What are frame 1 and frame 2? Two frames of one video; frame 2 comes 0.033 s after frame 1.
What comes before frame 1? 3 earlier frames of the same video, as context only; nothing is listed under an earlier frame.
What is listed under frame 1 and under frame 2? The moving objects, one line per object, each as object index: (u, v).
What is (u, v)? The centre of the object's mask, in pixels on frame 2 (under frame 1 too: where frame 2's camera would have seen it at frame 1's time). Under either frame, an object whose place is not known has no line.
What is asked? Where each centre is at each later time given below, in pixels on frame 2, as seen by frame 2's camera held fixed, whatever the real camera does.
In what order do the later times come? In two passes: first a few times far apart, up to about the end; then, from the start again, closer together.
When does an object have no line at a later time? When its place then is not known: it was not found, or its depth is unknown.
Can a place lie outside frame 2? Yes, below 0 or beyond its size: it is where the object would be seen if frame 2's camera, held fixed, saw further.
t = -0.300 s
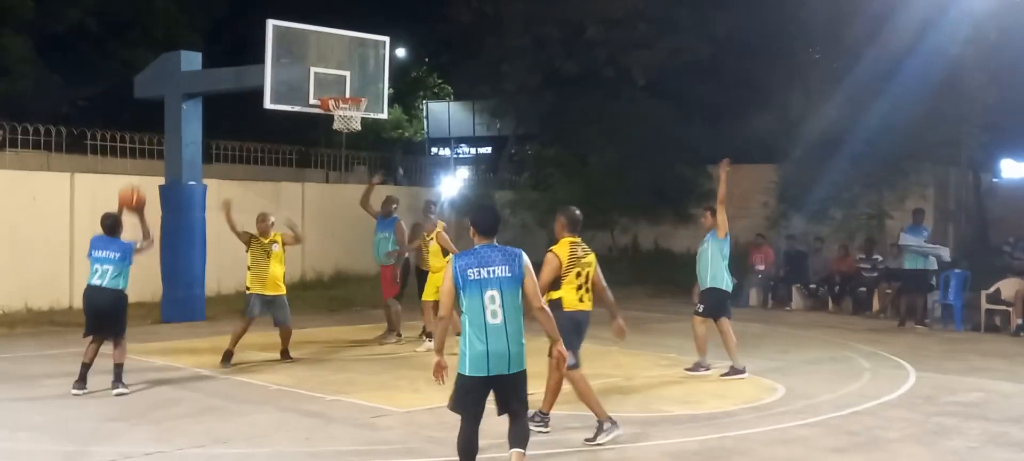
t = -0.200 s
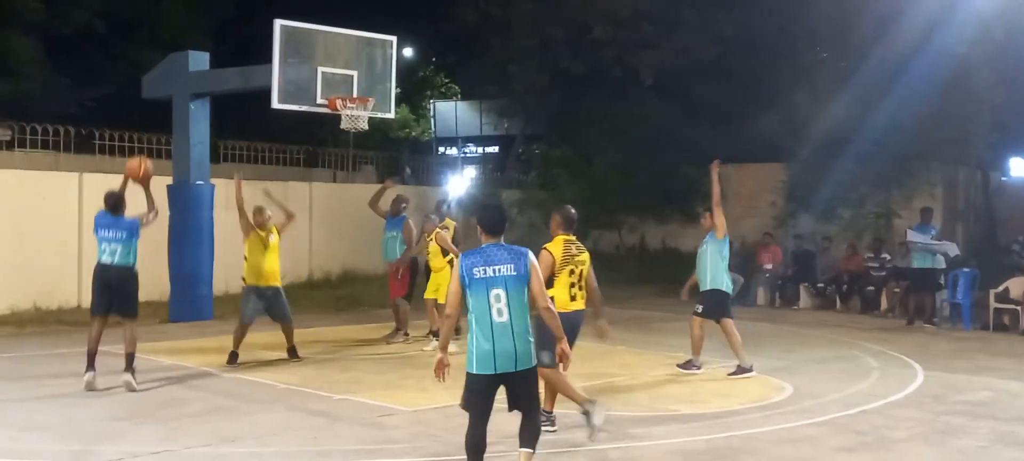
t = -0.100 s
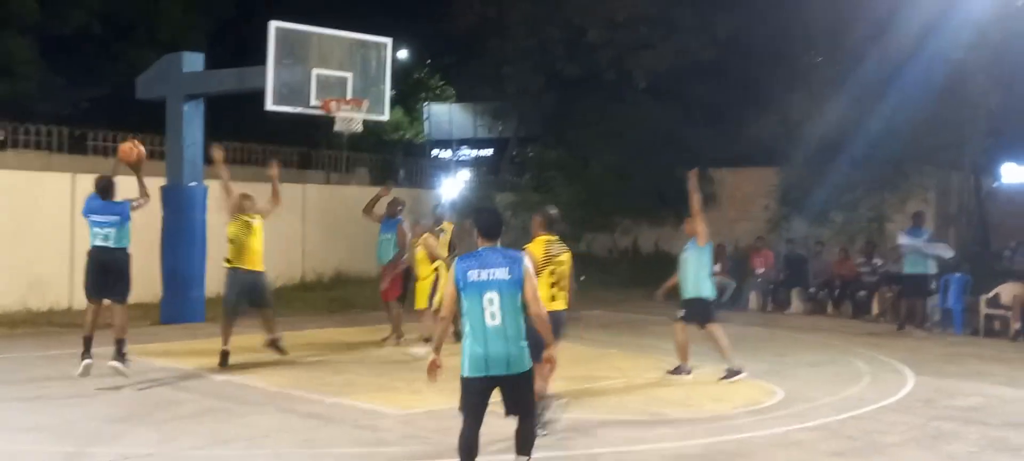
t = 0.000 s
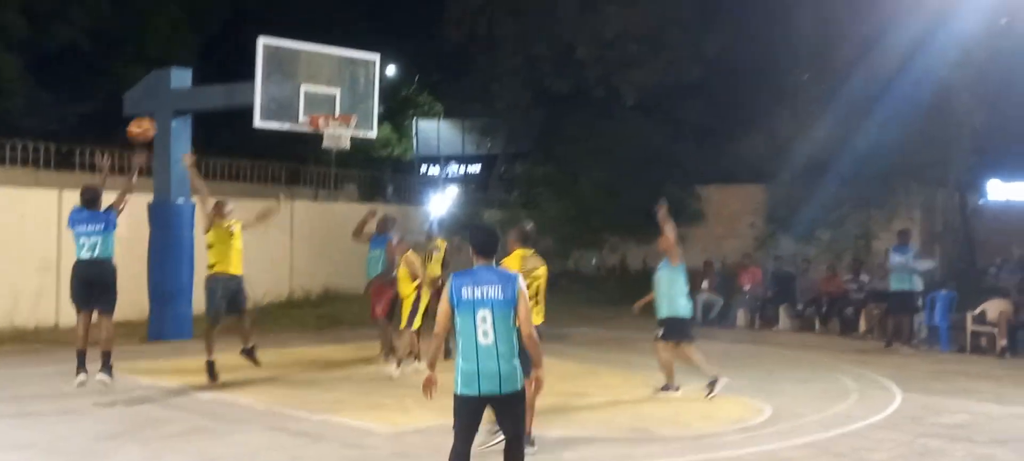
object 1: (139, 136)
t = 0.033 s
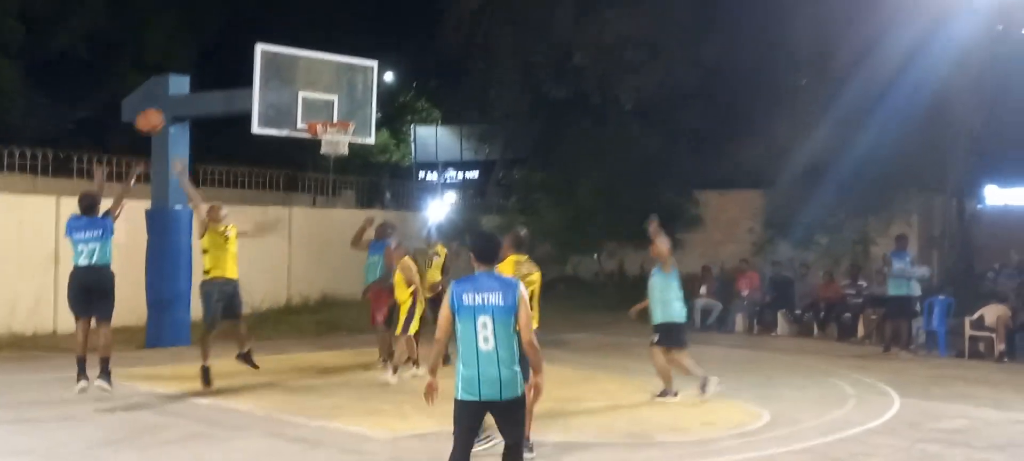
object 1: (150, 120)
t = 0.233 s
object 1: (206, 64)
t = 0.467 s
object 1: (258, 49)
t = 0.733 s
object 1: (312, 86)
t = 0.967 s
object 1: (355, 99)
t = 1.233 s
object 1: (401, 97)
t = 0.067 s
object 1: (160, 108)
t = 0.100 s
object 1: (169, 96)
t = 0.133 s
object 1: (179, 85)
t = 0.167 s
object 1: (190, 77)
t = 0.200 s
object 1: (198, 70)
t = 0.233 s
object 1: (206, 64)
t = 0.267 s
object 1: (215, 59)
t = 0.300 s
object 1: (223, 54)
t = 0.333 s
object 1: (231, 52)
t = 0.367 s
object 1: (238, 49)
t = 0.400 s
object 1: (244, 48)
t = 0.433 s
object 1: (251, 48)
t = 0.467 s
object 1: (258, 49)
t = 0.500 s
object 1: (268, 49)
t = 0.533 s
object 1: (274, 52)
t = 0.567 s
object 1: (280, 57)
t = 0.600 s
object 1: (287, 61)
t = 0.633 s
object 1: (294, 66)
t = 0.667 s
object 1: (300, 72)
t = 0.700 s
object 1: (307, 79)
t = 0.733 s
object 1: (312, 86)
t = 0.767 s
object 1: (319, 95)
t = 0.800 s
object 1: (323, 104)
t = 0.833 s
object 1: (332, 111)
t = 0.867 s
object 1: (339, 114)
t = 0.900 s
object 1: (345, 108)
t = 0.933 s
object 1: (349, 103)
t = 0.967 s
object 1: (355, 99)
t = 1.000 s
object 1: (362, 95)
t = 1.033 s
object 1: (366, 93)
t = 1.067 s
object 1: (373, 92)
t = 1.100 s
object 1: (379, 90)
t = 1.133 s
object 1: (385, 91)
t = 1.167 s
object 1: (390, 92)
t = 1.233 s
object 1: (401, 97)
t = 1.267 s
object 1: (407, 100)
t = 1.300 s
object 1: (412, 104)
